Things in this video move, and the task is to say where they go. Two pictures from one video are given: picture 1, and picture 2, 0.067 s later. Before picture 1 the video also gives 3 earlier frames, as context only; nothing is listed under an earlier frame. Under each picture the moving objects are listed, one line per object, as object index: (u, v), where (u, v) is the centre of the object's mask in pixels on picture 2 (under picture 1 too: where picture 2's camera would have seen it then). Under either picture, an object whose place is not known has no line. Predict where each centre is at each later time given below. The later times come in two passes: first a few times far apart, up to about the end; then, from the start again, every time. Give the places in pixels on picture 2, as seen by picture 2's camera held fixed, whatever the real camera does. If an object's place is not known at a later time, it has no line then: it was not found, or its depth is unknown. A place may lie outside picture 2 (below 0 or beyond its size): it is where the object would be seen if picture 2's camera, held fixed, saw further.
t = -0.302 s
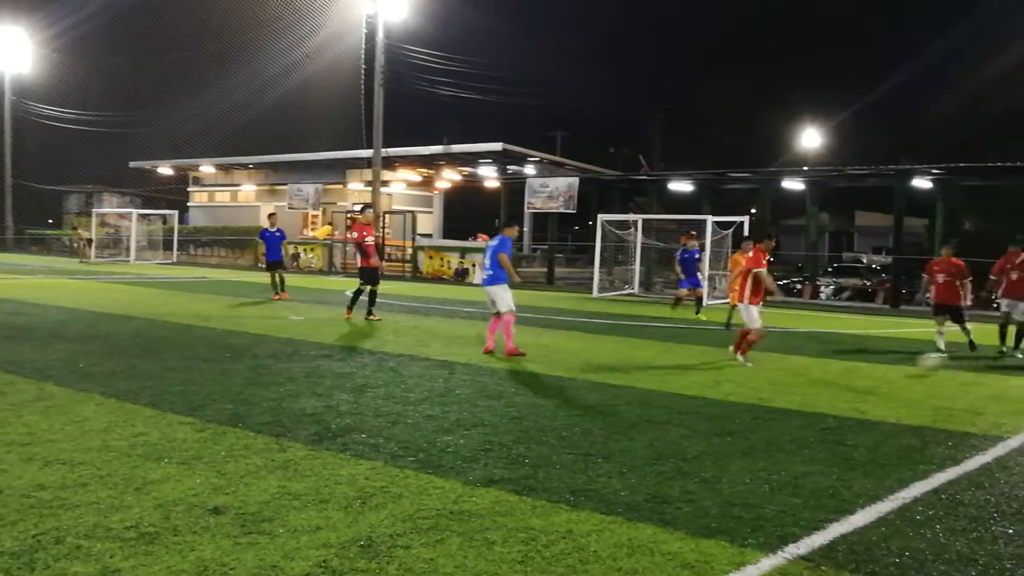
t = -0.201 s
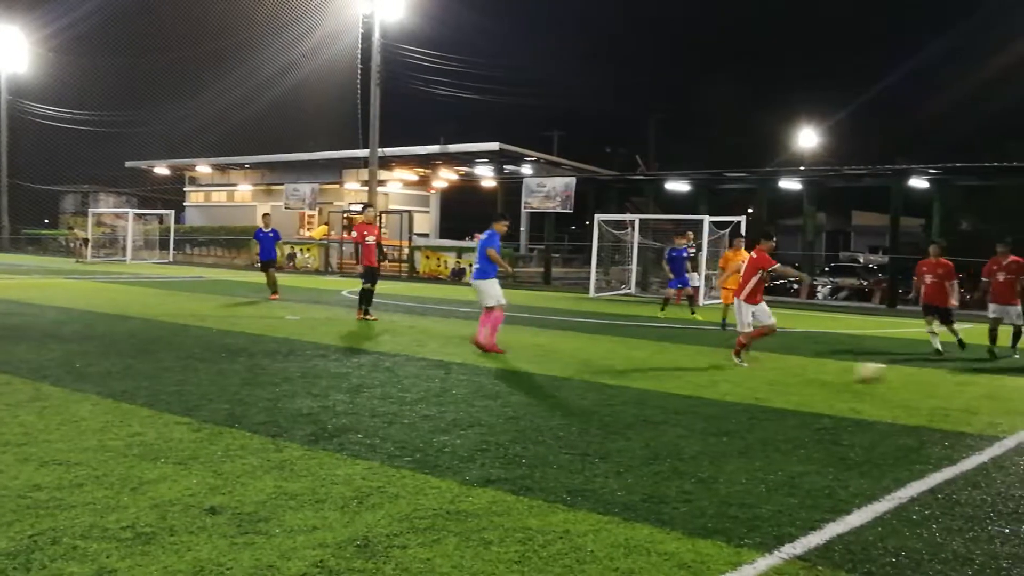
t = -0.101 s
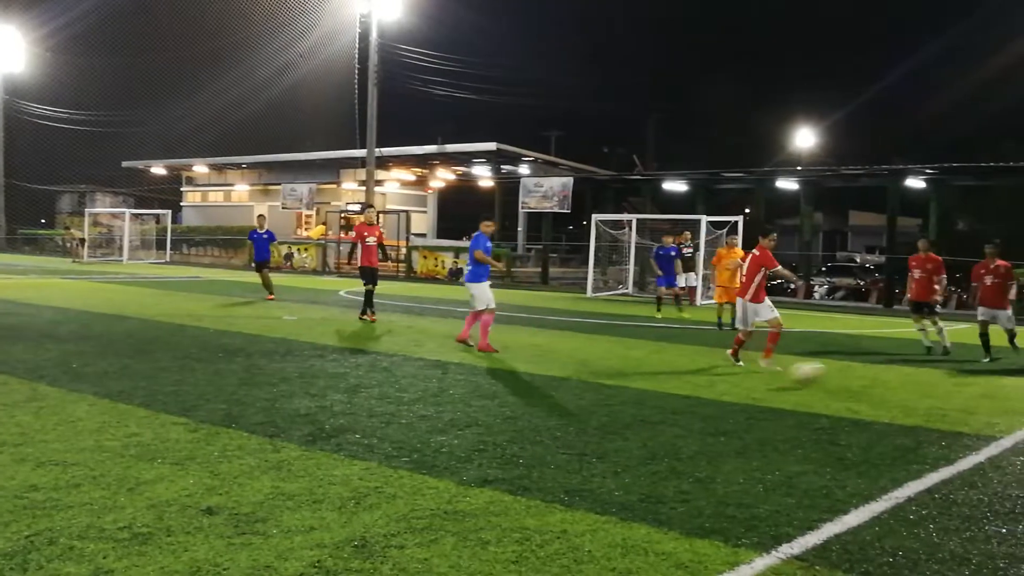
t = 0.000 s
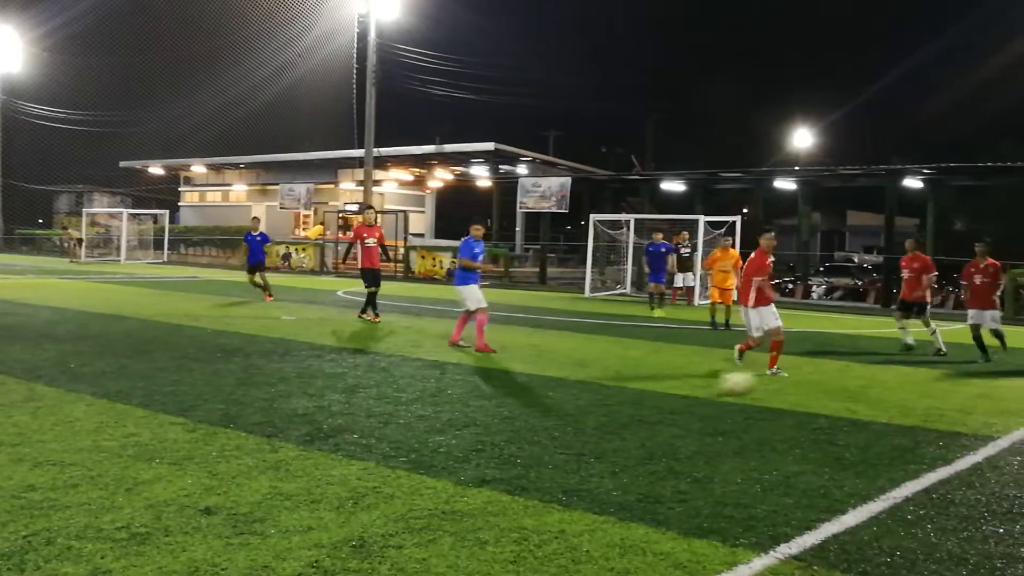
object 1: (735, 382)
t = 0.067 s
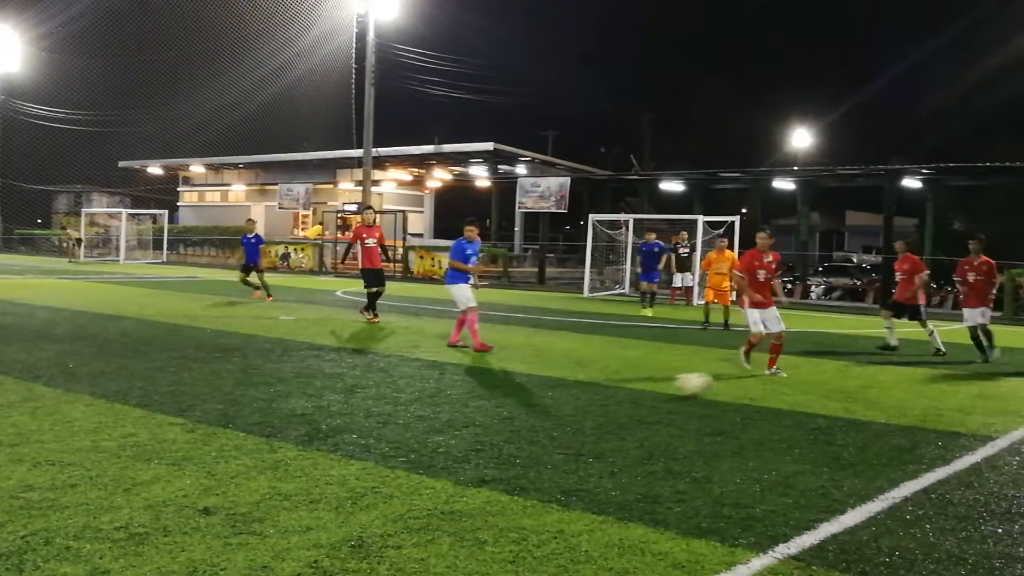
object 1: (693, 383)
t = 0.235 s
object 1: (578, 394)
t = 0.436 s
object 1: (443, 406)
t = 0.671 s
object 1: (258, 419)
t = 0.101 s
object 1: (669, 385)
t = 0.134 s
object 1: (647, 388)
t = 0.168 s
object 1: (624, 390)
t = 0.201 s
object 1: (601, 392)
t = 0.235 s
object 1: (578, 394)
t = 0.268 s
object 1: (556, 397)
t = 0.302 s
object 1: (534, 398)
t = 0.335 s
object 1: (514, 399)
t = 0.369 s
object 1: (490, 401)
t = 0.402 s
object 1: (466, 405)
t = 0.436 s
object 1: (443, 406)
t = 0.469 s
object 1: (418, 408)
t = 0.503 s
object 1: (393, 410)
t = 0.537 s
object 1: (369, 410)
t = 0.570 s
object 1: (341, 412)
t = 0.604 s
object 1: (314, 415)
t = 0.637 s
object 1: (286, 417)
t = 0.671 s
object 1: (258, 419)
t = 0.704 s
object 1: (229, 423)
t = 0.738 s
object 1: (199, 423)
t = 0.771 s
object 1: (168, 424)
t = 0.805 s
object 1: (136, 428)
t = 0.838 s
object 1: (103, 432)
